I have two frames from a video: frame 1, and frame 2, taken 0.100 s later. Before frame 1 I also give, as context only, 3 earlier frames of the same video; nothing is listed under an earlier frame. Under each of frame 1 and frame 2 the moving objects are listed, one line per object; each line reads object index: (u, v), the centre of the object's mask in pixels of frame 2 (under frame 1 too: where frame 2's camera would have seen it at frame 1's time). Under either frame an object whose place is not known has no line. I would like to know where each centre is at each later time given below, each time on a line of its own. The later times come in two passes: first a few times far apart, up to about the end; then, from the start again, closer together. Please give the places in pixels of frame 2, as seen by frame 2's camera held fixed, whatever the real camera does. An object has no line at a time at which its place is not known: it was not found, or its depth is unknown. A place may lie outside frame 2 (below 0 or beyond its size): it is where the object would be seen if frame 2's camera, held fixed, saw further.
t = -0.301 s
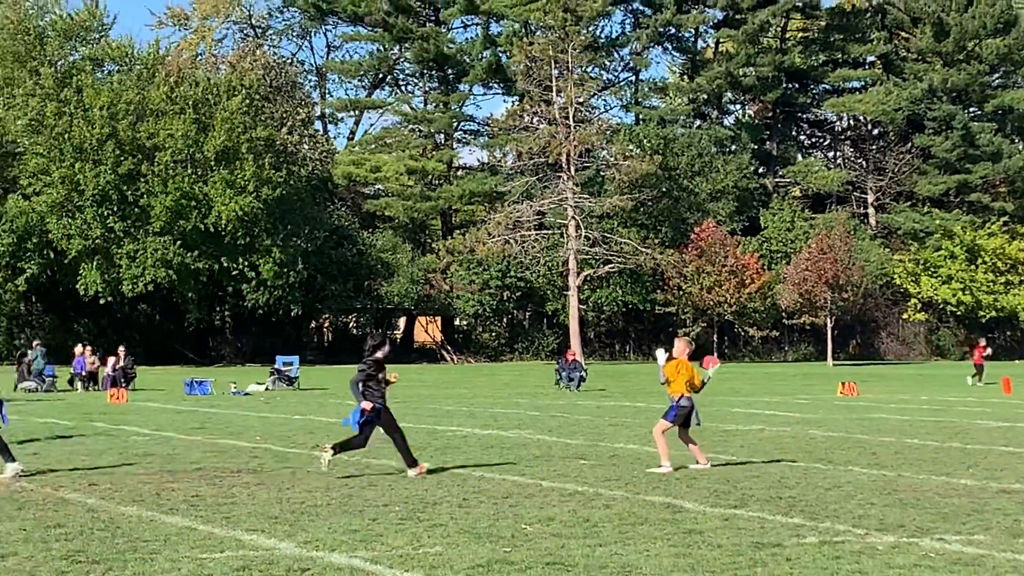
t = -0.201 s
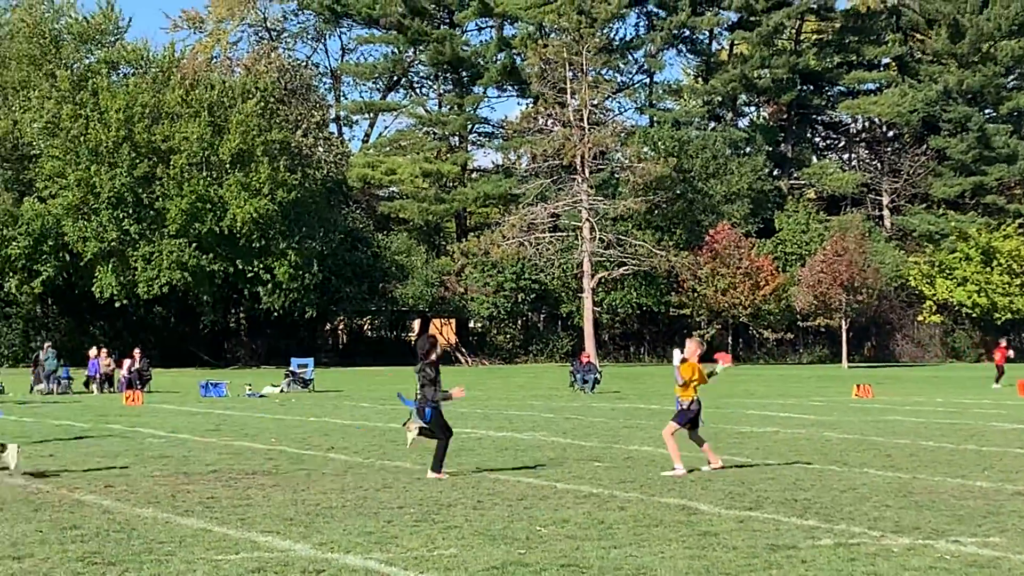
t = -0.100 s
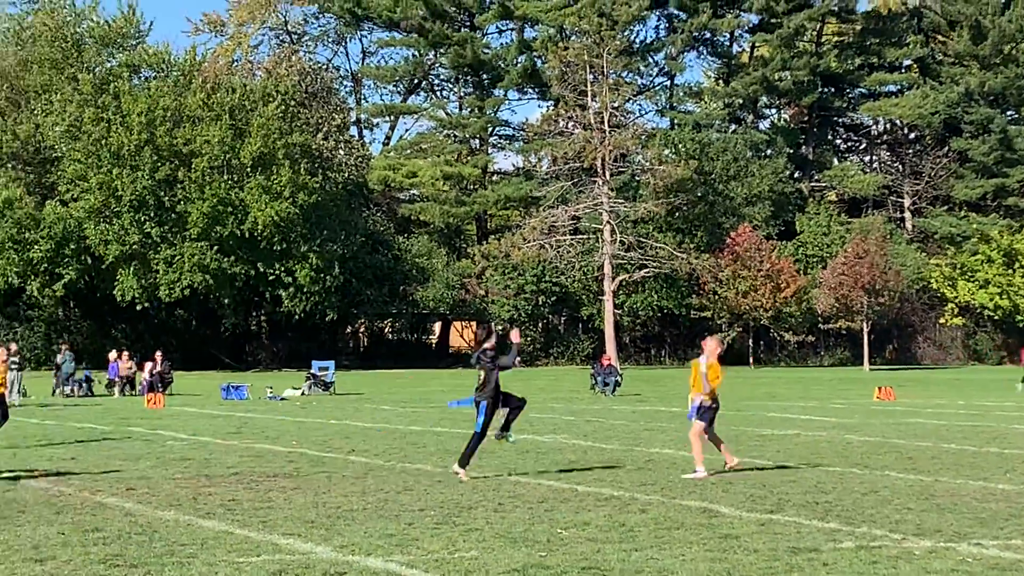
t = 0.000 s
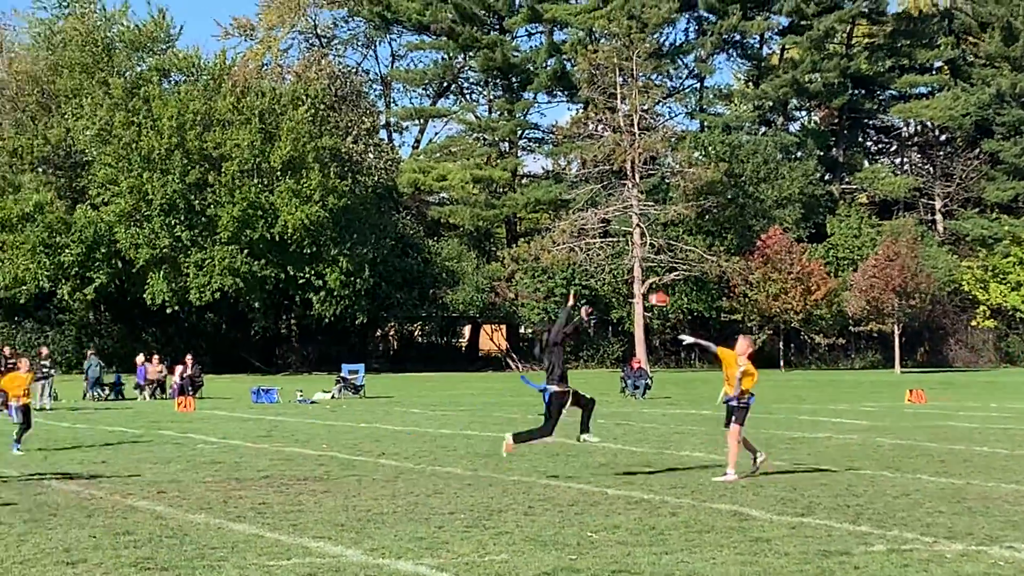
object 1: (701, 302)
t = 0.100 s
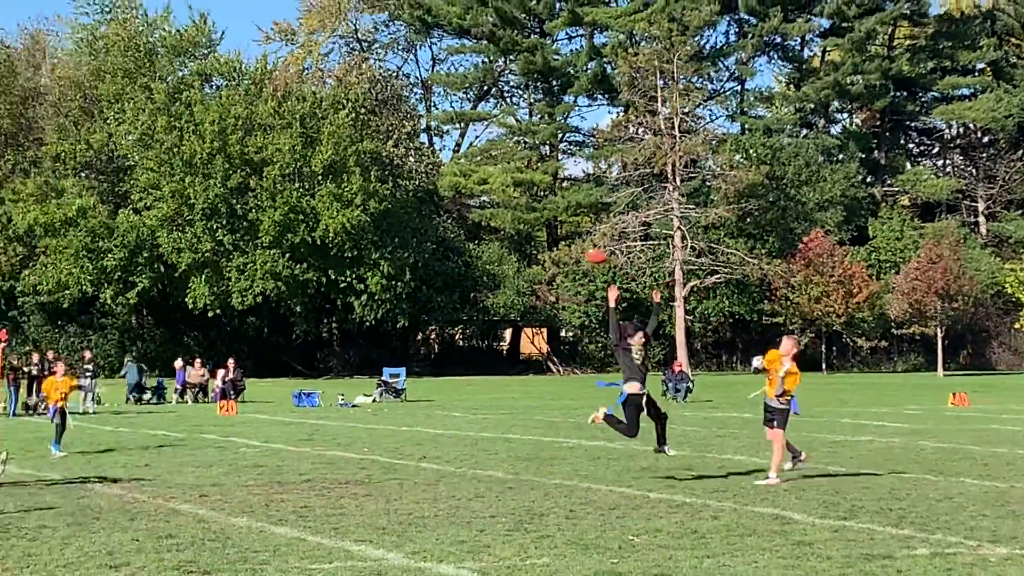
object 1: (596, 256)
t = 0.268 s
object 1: (412, 196)
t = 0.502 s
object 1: (127, 152)
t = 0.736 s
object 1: (-220, 159)
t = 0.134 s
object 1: (560, 242)
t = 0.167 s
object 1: (524, 228)
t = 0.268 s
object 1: (412, 196)
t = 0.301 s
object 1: (374, 187)
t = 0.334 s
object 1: (336, 179)
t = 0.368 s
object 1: (296, 172)
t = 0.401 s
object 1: (255, 165)
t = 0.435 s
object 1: (214, 160)
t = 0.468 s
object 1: (170, 155)
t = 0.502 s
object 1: (127, 152)
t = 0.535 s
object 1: (84, 150)
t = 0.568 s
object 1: (37, 148)
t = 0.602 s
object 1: (-10, 148)
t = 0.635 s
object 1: (-58, 149)
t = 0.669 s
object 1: (-110, 153)
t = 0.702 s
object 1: (-163, 154)
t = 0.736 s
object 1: (-220, 159)
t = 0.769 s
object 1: (-280, 164)
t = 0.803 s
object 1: (-338, 172)
